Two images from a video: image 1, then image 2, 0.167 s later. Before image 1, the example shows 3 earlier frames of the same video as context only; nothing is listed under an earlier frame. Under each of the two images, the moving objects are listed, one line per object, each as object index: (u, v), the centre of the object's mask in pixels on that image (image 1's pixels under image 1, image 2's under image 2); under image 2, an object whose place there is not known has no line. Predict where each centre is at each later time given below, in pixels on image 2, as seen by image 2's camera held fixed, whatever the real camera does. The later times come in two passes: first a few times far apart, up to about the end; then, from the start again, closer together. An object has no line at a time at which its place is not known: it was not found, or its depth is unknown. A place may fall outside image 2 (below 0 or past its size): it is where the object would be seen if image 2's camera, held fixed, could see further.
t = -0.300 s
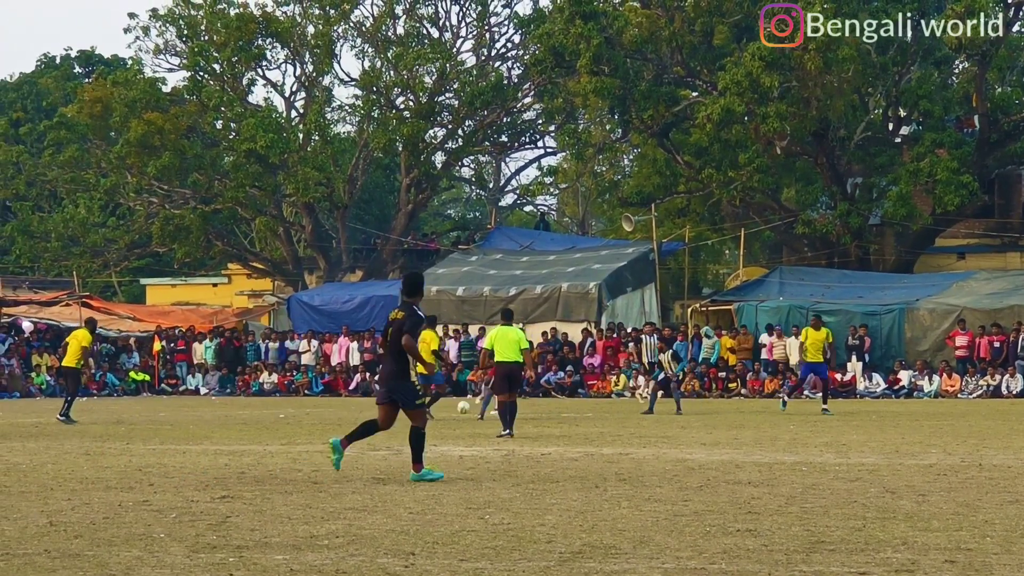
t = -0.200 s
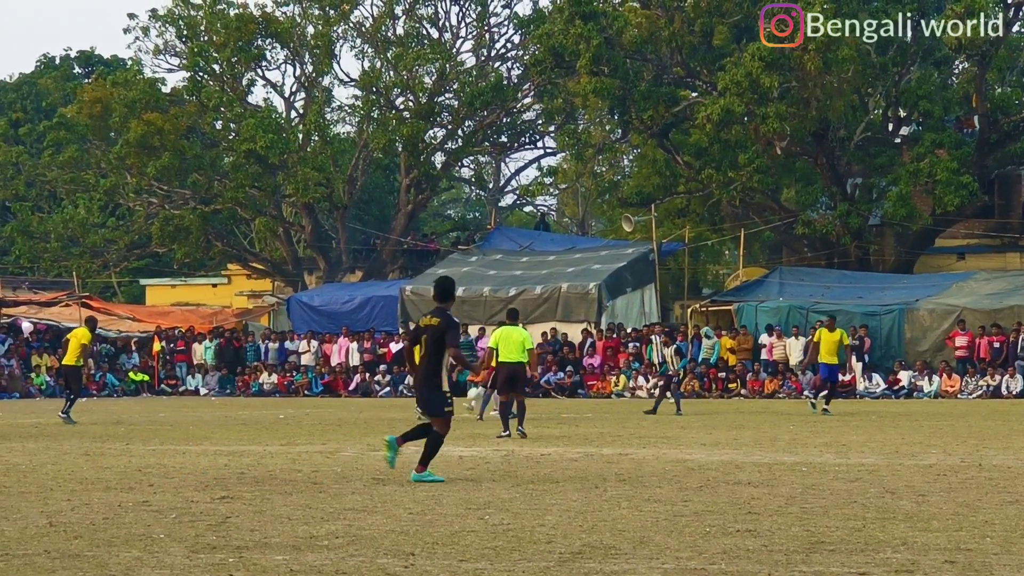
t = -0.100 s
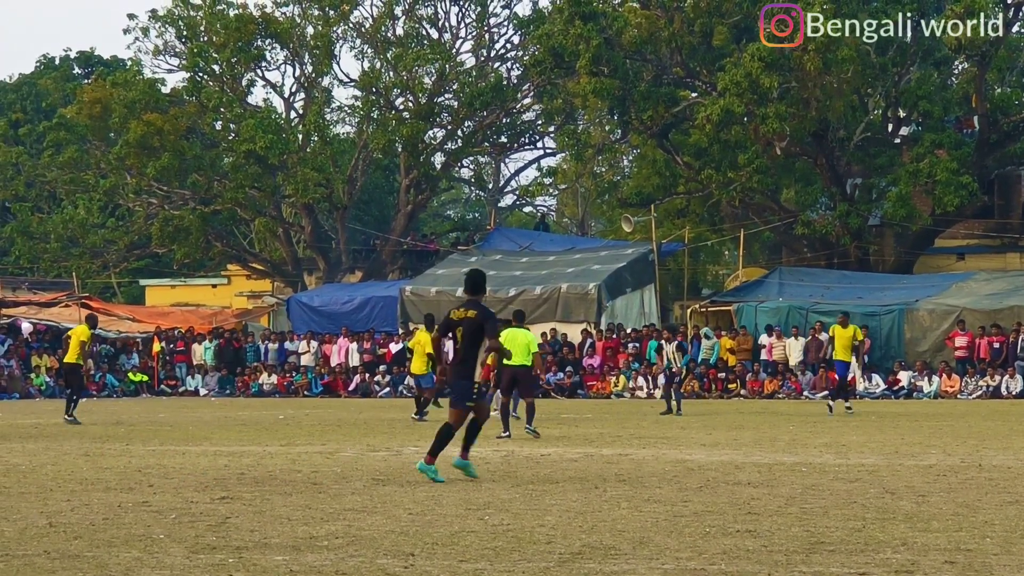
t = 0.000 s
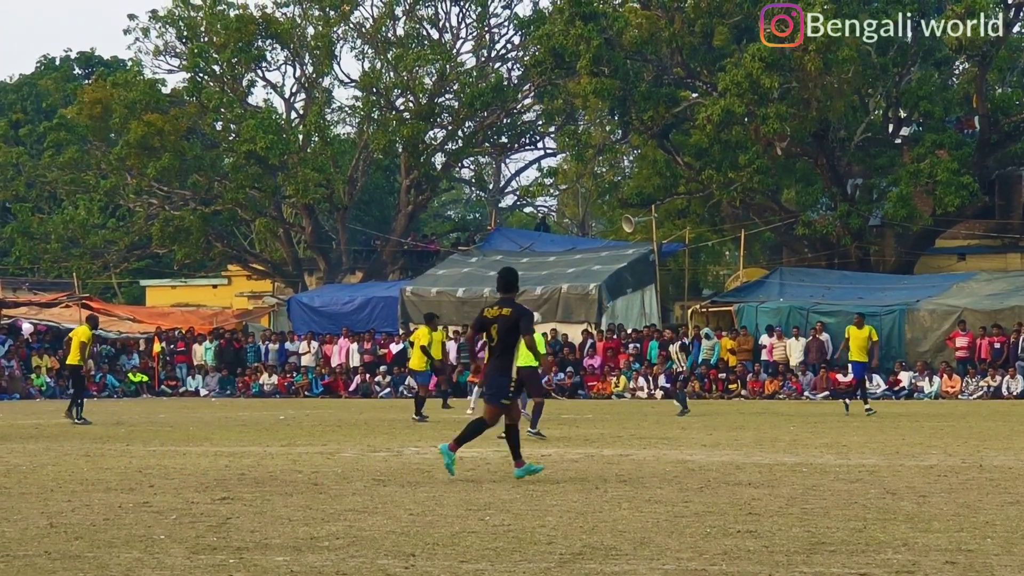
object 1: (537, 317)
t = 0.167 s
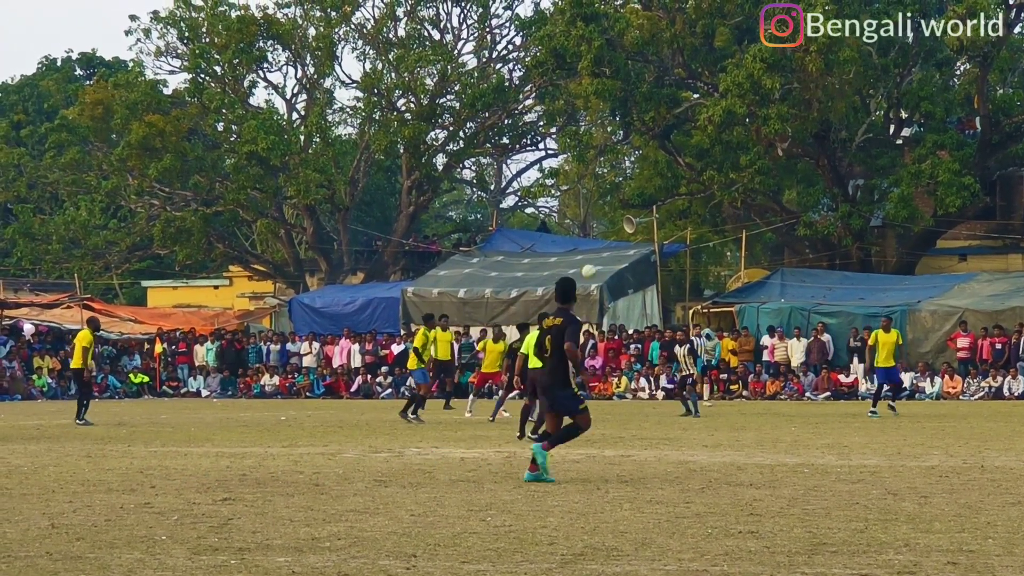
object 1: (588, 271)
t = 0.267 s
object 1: (622, 249)
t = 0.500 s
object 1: (701, 218)
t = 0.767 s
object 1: (795, 223)
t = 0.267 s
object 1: (622, 249)
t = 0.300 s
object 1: (633, 242)
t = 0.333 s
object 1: (644, 237)
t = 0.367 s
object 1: (655, 232)
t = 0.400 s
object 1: (666, 227)
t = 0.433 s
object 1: (678, 224)
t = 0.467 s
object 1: (689, 221)
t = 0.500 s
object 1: (701, 218)
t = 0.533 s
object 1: (713, 217)
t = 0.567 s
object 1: (724, 216)
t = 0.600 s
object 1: (737, 215)
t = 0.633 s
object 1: (748, 216)
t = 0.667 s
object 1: (760, 216)
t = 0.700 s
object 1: (772, 218)
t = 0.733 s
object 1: (783, 220)
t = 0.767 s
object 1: (795, 223)
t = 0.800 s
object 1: (806, 226)
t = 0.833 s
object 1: (818, 231)
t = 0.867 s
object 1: (830, 235)
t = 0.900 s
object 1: (841, 241)
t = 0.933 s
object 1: (853, 246)
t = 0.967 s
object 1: (865, 253)
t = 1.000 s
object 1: (877, 260)
